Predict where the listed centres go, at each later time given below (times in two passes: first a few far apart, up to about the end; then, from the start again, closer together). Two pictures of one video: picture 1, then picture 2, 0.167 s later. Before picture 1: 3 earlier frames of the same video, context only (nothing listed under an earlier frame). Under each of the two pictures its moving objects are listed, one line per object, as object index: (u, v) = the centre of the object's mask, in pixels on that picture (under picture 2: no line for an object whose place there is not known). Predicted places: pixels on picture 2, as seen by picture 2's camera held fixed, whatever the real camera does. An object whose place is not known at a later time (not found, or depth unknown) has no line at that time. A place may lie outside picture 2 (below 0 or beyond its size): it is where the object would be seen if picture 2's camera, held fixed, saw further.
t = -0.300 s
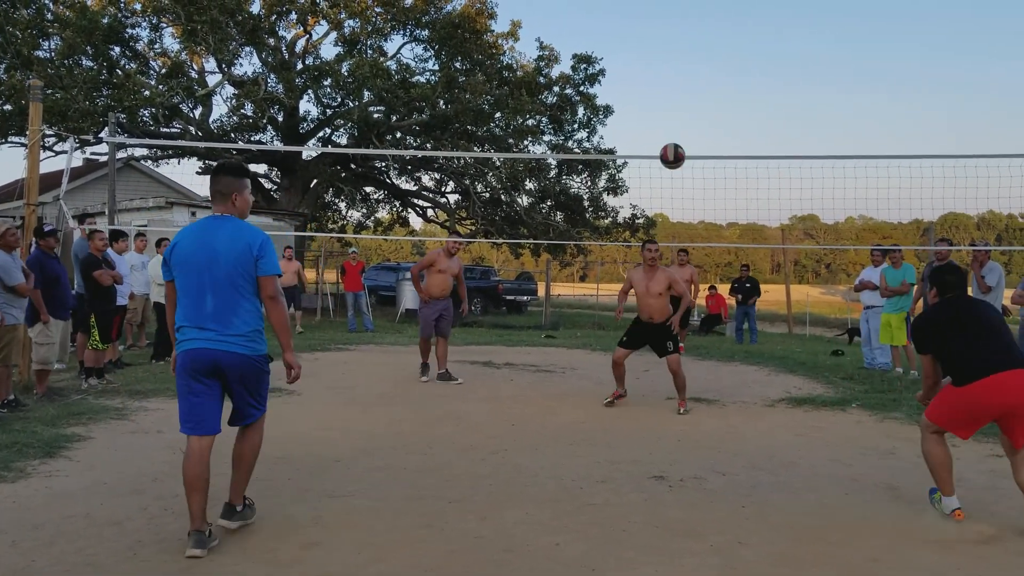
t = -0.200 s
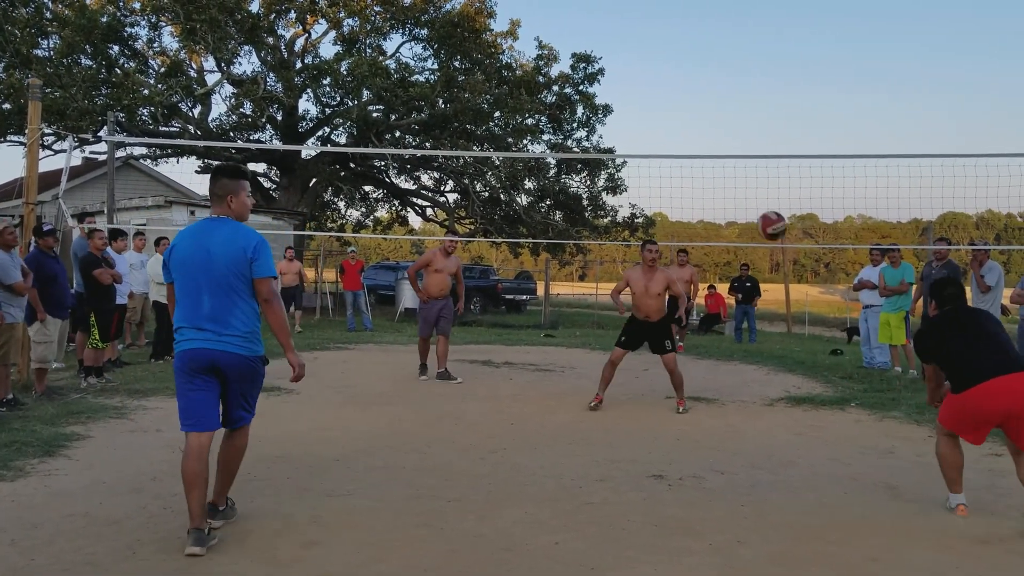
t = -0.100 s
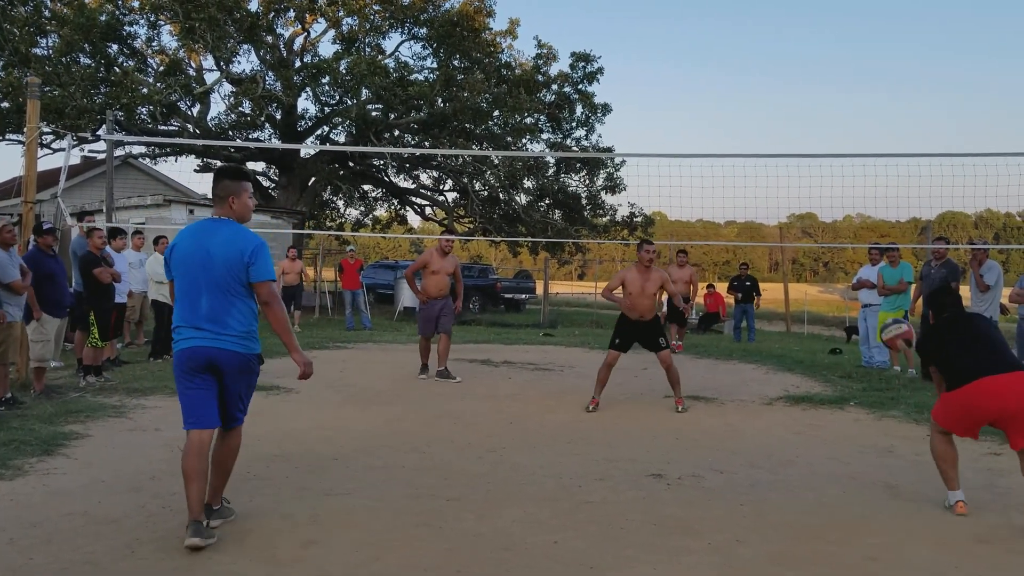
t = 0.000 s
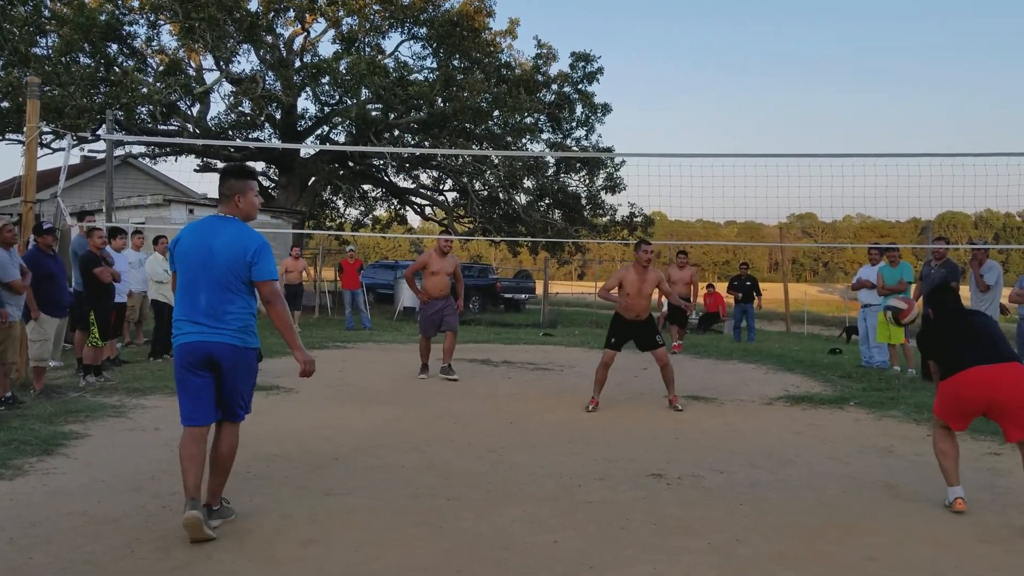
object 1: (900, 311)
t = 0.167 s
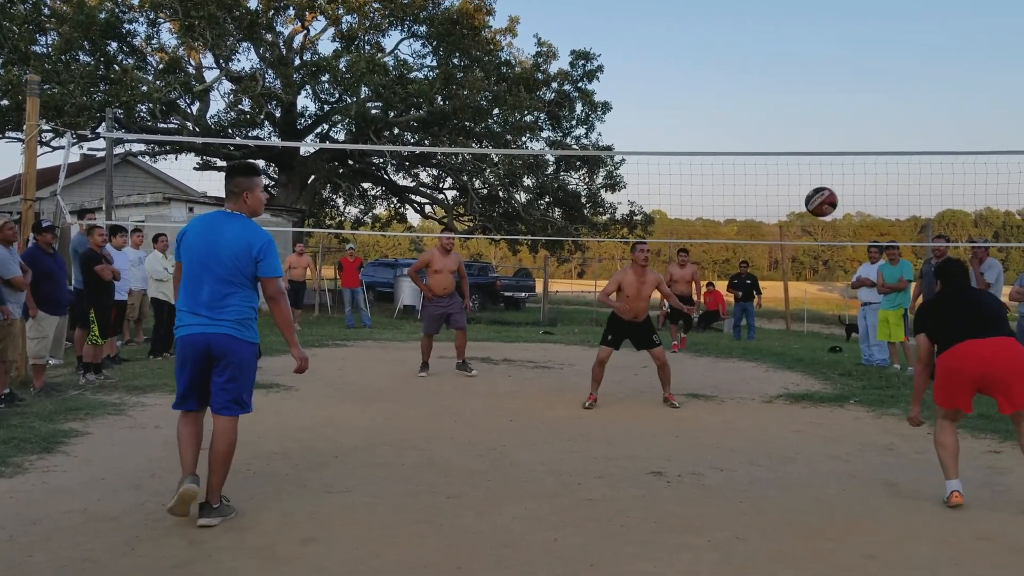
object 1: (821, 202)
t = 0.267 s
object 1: (778, 160)
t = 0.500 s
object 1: (687, 123)
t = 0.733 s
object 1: (610, 156)
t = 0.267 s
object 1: (778, 160)
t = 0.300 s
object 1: (764, 150)
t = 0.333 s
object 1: (751, 141)
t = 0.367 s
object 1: (737, 134)
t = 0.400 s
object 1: (725, 129)
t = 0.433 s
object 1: (712, 126)
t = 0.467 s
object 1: (700, 124)
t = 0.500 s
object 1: (687, 123)
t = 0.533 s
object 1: (676, 123)
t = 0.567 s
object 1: (664, 125)
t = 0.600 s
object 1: (653, 129)
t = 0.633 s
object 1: (642, 133)
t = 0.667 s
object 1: (631, 139)
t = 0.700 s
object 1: (620, 147)
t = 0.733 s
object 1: (610, 156)
